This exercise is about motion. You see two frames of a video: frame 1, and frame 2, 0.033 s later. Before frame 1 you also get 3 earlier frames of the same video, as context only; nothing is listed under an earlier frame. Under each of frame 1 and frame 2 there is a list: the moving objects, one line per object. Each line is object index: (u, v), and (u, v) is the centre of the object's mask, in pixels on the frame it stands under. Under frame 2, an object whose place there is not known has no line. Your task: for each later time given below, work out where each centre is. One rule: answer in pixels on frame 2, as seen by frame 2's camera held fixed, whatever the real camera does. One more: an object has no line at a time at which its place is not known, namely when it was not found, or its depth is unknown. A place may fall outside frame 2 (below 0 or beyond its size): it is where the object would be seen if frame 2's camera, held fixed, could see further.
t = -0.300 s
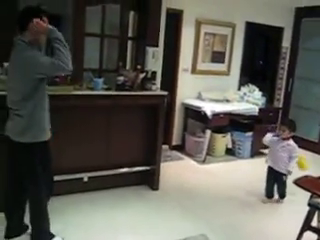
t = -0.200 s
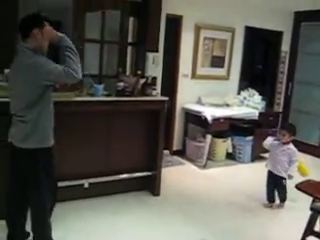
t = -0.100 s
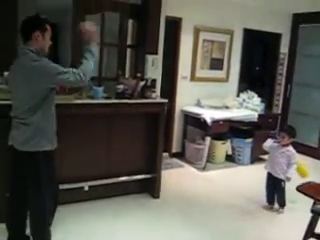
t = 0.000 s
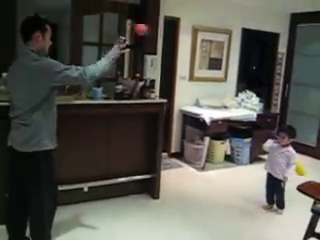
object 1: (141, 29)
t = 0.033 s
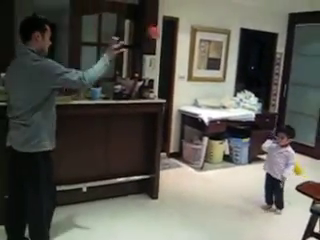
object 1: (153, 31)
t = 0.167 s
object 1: (200, 56)
